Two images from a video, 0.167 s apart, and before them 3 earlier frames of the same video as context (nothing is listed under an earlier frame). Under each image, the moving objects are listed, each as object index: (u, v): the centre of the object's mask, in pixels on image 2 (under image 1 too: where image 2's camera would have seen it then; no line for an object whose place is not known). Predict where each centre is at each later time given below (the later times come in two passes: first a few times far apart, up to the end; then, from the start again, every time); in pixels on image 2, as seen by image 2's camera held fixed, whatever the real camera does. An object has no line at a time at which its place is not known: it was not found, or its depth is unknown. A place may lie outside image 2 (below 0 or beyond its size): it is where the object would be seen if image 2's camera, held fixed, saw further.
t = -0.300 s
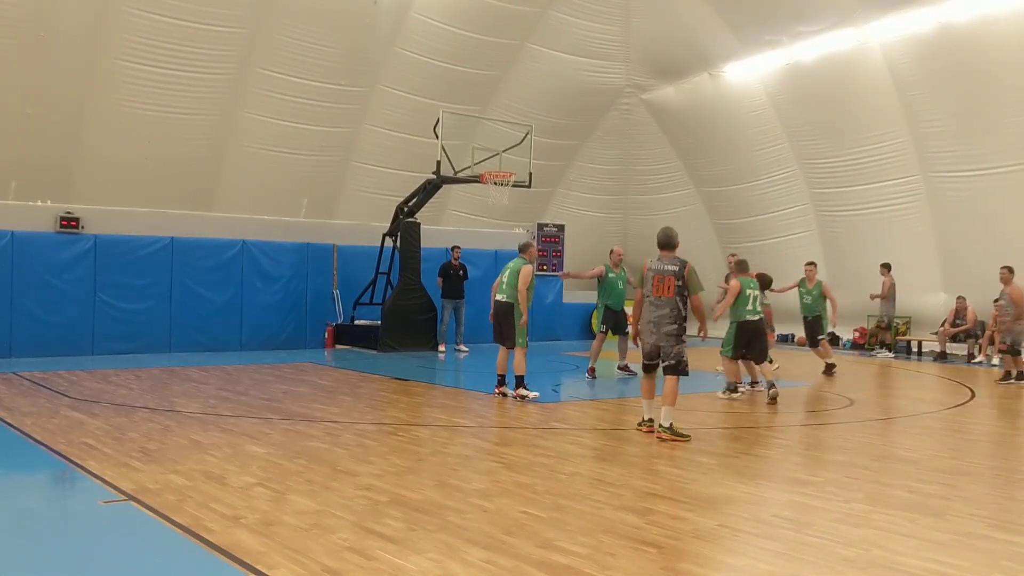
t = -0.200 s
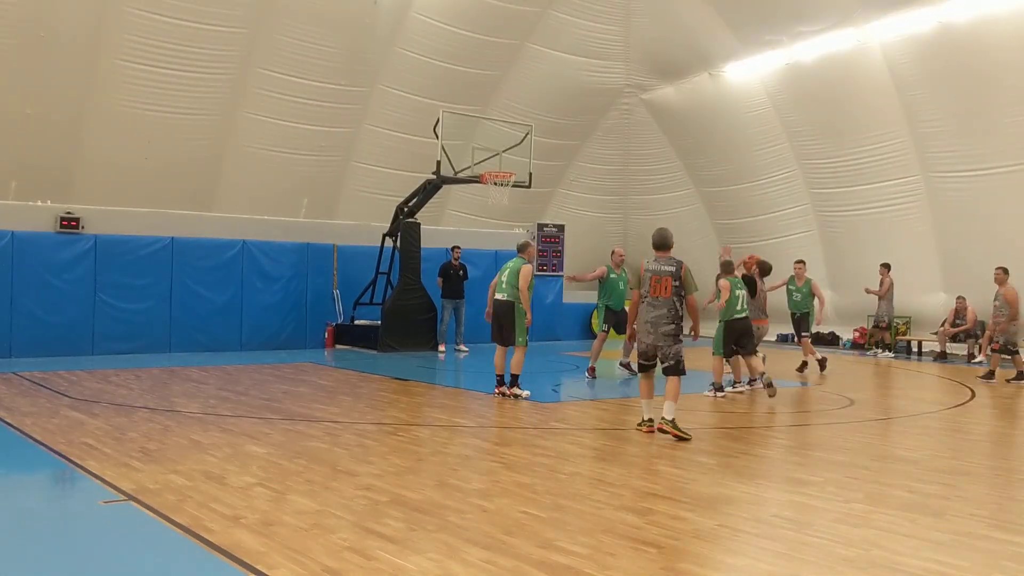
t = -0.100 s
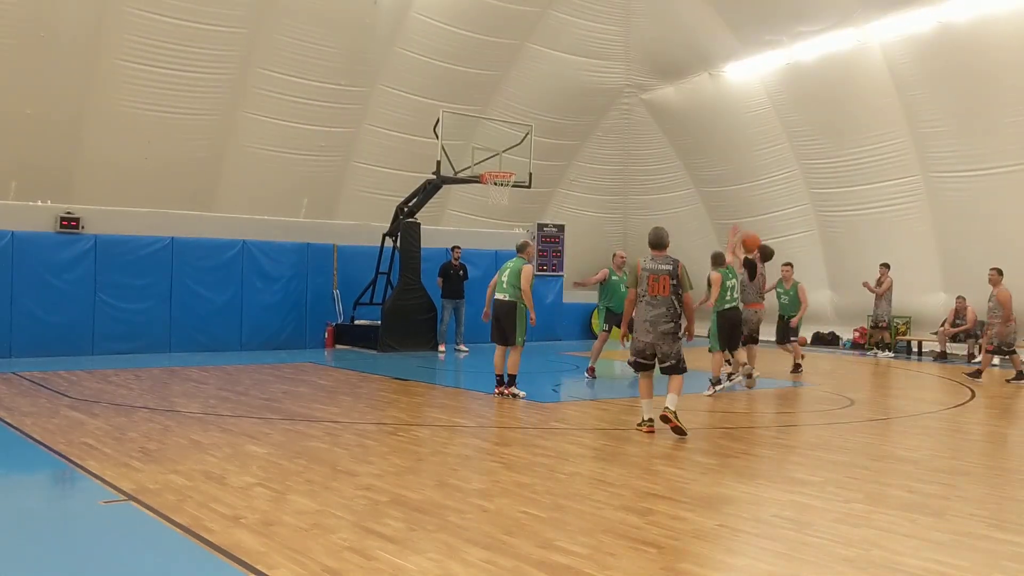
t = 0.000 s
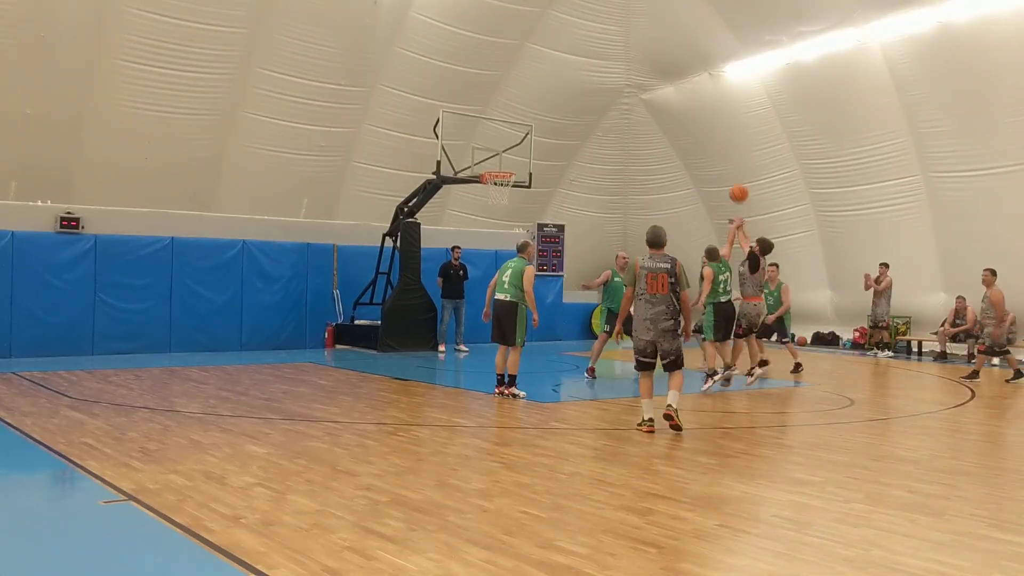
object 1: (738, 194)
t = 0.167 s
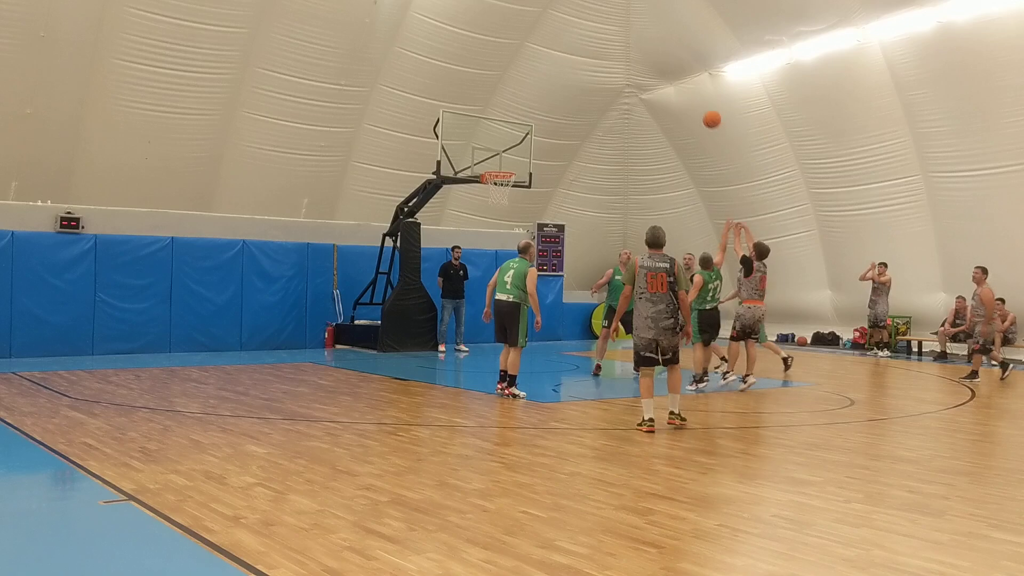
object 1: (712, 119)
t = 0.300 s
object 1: (691, 76)
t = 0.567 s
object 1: (652, 34)
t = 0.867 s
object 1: (611, 44)
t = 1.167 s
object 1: (571, 112)
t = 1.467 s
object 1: (534, 226)
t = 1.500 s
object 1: (529, 241)
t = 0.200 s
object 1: (706, 107)
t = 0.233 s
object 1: (701, 96)
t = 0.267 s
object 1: (696, 86)
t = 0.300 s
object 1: (691, 76)
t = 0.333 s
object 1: (686, 68)
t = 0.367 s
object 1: (682, 61)
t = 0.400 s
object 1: (676, 54)
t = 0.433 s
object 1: (672, 49)
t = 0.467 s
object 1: (666, 44)
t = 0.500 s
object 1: (662, 40)
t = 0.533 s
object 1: (657, 36)
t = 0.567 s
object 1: (652, 34)
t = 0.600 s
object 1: (648, 32)
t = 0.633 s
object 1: (643, 31)
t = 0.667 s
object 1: (638, 30)
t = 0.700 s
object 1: (634, 31)
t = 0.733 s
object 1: (629, 32)
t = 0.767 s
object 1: (624, 34)
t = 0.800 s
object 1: (620, 37)
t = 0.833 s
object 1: (615, 40)
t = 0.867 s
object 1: (611, 44)
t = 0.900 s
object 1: (606, 49)
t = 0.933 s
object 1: (602, 55)
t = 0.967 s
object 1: (597, 61)
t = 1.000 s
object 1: (593, 68)
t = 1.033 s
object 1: (589, 76)
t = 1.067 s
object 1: (584, 84)
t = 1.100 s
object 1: (580, 93)
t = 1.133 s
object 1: (575, 102)
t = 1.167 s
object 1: (571, 112)
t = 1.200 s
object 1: (567, 122)
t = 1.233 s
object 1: (562, 134)
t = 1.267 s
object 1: (558, 145)
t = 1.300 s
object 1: (554, 157)
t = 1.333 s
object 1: (550, 171)
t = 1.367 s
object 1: (545, 184)
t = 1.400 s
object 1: (541, 197)
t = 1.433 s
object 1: (538, 211)
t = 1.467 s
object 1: (534, 226)
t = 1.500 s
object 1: (529, 241)
